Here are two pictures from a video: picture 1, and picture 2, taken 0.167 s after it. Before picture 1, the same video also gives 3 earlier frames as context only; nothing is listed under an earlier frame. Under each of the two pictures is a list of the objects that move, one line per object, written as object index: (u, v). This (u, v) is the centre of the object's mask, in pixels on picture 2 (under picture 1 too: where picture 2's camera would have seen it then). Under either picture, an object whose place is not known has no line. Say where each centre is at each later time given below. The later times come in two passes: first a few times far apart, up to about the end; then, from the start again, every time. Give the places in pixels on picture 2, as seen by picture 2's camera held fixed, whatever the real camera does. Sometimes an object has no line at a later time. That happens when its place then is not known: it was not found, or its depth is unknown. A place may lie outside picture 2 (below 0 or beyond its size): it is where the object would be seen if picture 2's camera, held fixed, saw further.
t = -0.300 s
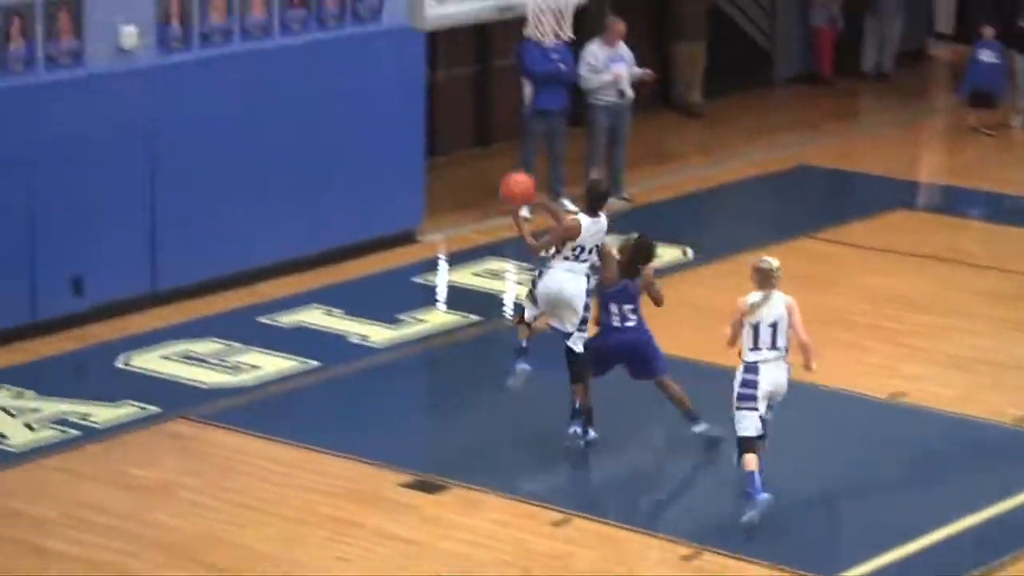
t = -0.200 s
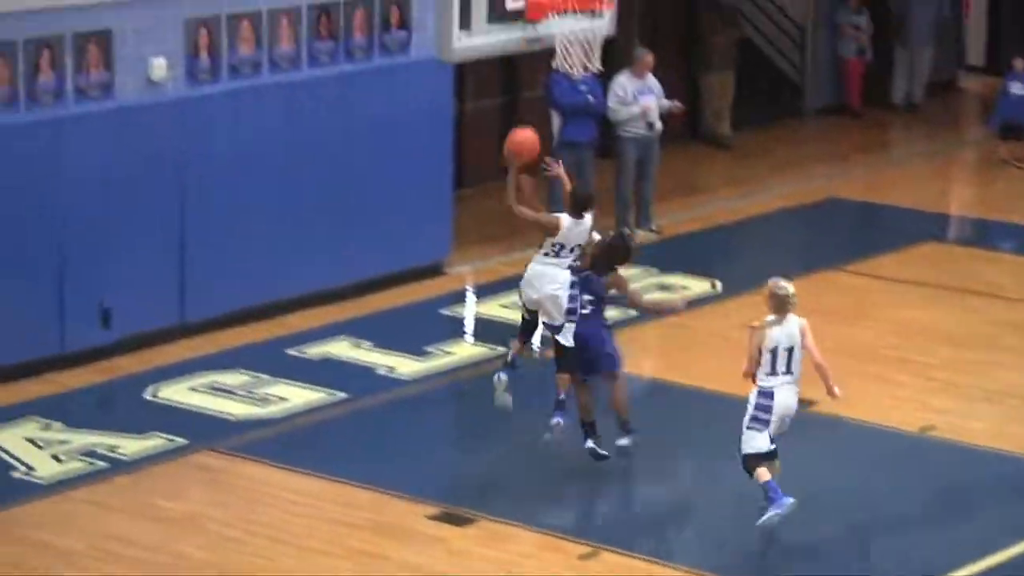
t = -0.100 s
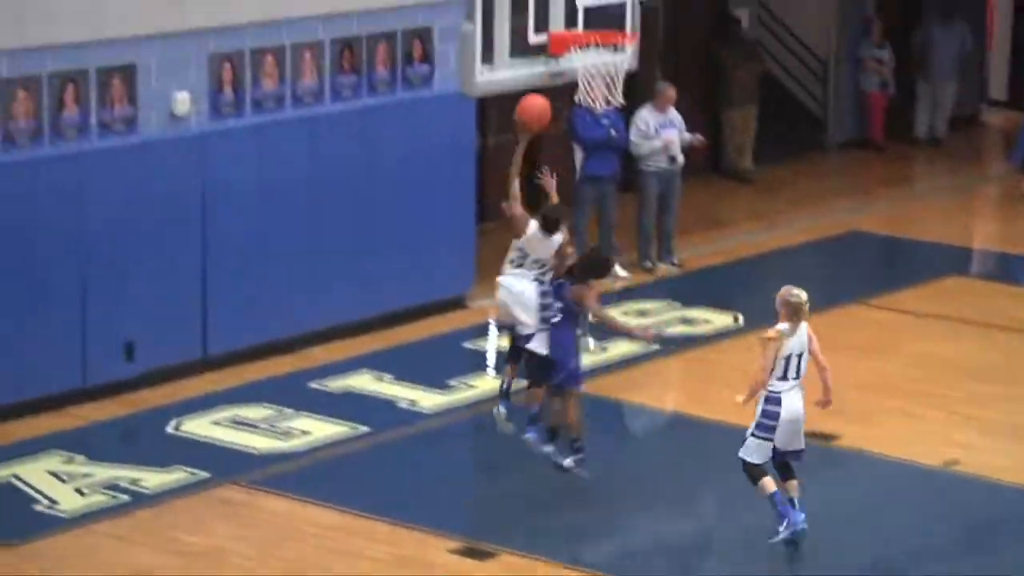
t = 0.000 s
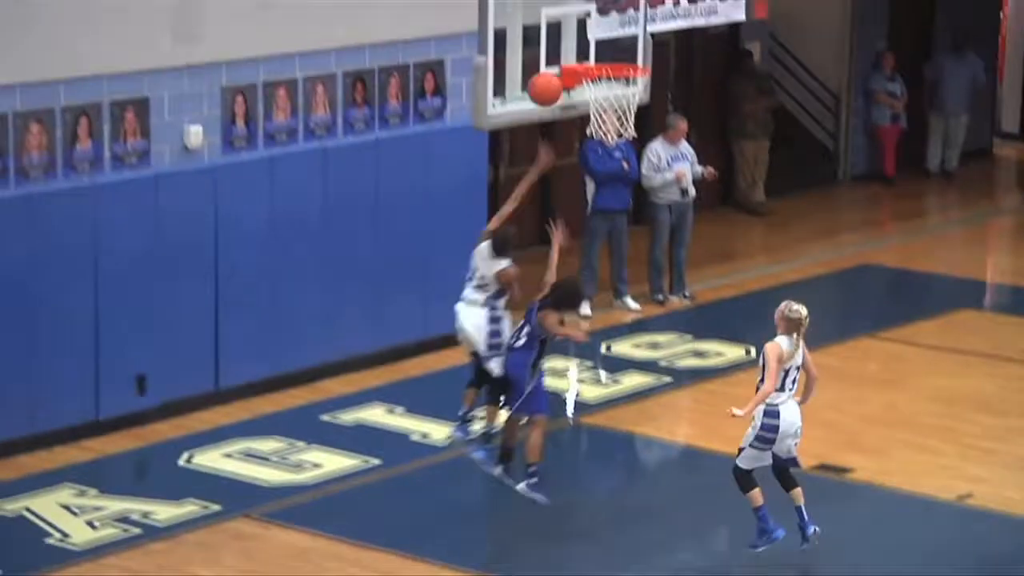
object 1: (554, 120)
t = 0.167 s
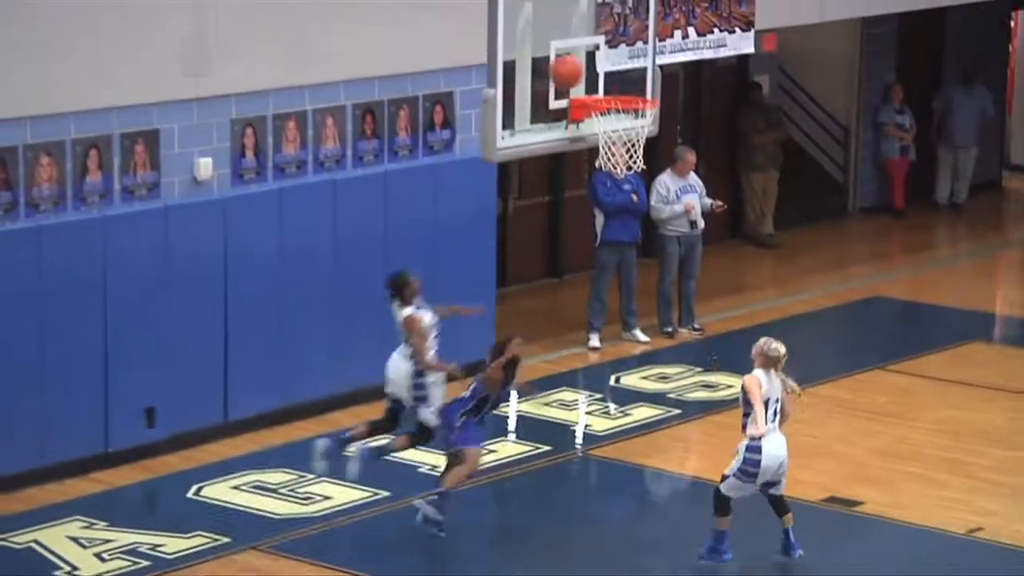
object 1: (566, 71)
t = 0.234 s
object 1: (587, 71)
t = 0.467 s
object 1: (627, 94)
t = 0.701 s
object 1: (617, 142)
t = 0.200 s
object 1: (577, 71)
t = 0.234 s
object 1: (587, 71)
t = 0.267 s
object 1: (599, 74)
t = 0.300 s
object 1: (609, 78)
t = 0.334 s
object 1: (621, 83)
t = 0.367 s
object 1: (628, 89)
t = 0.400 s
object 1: (636, 94)
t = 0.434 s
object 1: (630, 94)
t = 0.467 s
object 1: (627, 94)
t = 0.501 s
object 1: (623, 96)
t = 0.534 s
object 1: (619, 105)
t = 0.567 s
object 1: (614, 112)
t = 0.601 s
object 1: (615, 119)
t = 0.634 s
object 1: (616, 125)
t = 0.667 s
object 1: (617, 134)
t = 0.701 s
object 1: (617, 142)
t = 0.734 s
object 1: (616, 154)
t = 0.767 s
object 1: (618, 178)
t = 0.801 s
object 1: (621, 185)
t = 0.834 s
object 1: (621, 202)
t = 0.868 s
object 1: (621, 219)
